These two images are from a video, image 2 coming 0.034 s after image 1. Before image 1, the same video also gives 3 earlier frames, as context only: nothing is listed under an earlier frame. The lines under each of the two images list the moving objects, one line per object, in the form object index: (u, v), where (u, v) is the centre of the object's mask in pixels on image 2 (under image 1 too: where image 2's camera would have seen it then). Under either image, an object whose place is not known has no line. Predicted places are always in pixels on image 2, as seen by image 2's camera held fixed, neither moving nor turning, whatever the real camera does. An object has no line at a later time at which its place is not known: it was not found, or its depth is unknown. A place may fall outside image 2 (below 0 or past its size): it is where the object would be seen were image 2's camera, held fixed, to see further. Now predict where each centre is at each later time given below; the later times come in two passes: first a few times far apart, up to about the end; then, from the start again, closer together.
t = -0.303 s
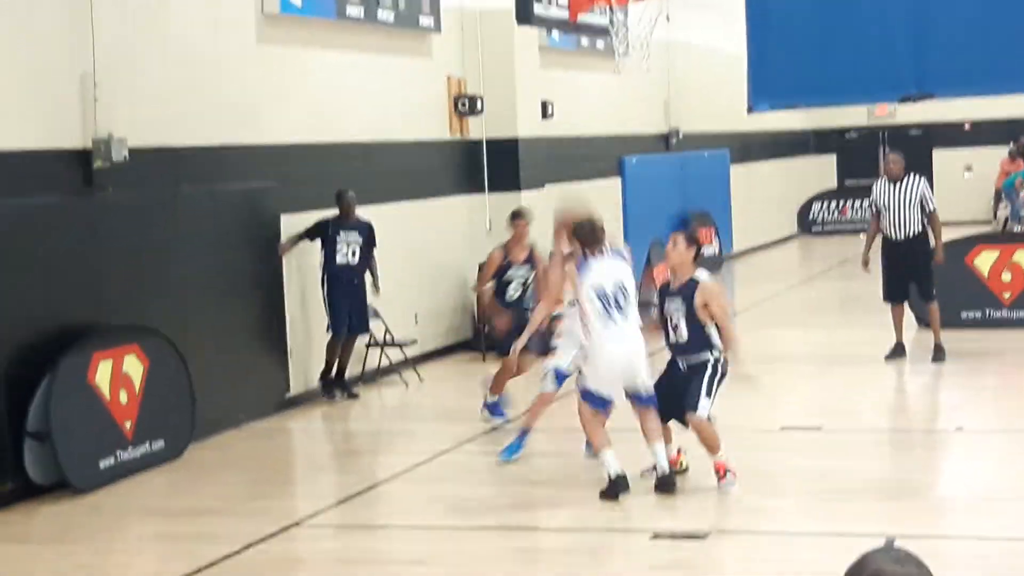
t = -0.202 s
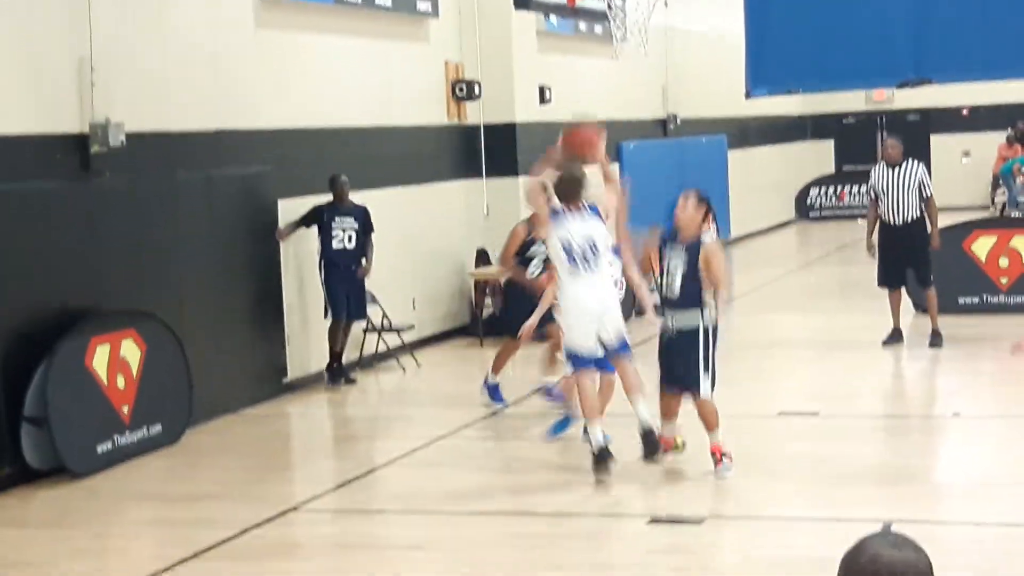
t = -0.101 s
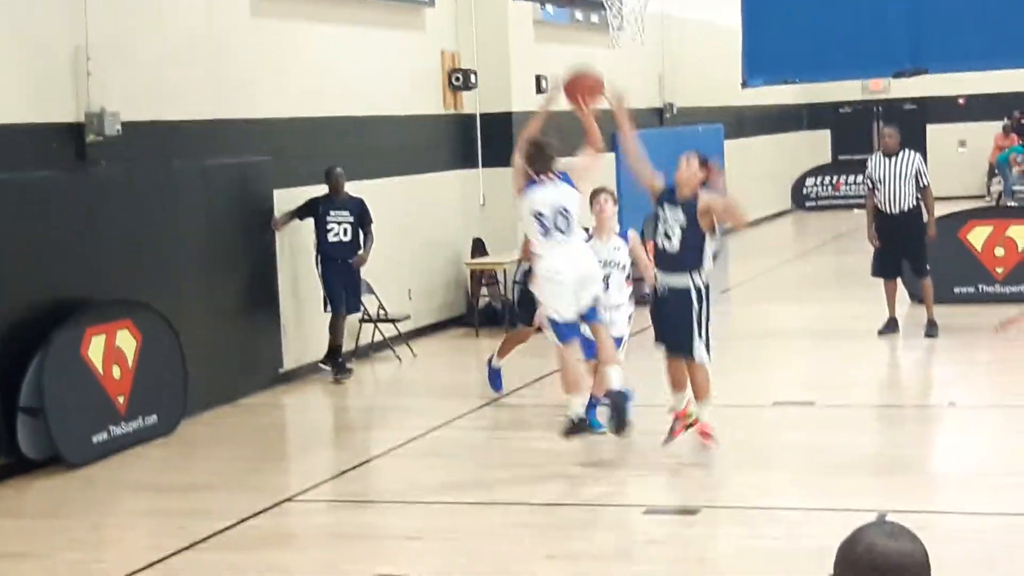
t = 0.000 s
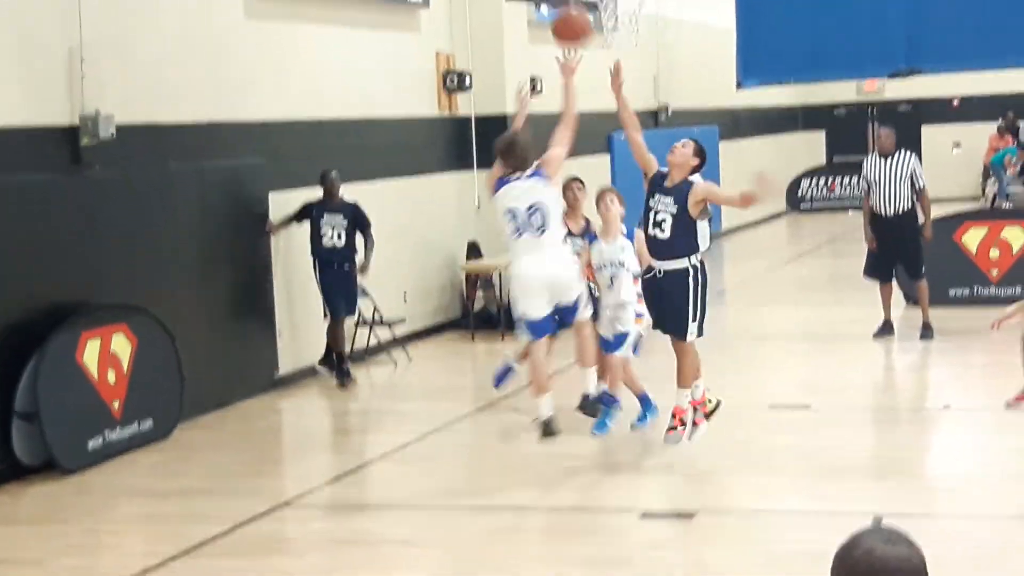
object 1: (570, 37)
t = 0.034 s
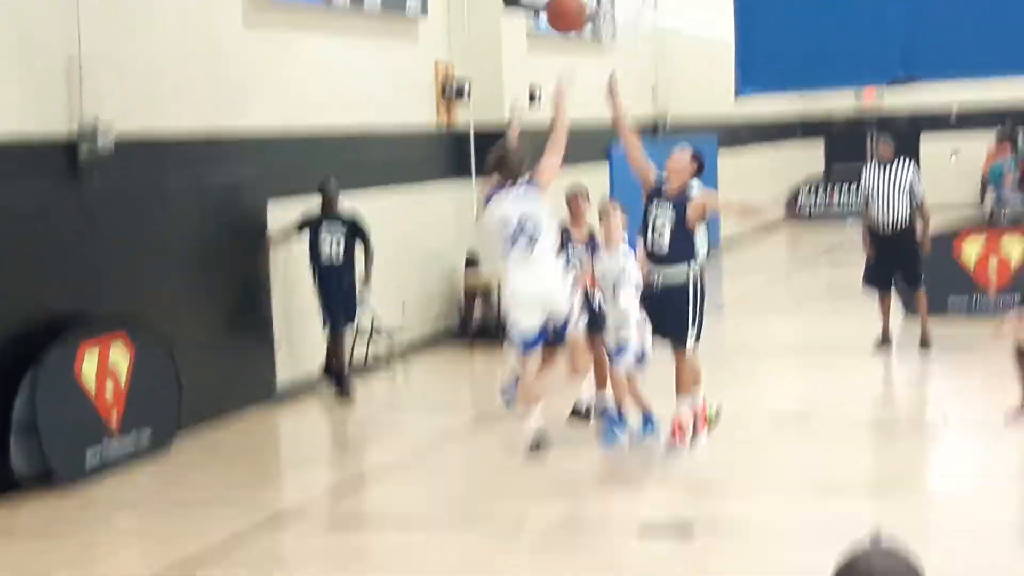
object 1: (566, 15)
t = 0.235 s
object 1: (551, -80)
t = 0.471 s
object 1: (598, -85)
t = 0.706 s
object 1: (624, -5)
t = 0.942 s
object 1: (597, 73)
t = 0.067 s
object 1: (564, -8)
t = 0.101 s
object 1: (561, -27)
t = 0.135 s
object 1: (558, -46)
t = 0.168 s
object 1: (555, -60)
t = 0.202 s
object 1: (552, -71)
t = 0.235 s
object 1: (551, -80)
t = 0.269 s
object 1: (555, -88)
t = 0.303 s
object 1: (562, -98)
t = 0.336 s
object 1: (569, -100)
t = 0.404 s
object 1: (584, -96)
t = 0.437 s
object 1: (591, -91)
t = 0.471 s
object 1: (598, -85)
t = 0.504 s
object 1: (604, -77)
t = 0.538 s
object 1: (611, -67)
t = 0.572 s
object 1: (618, -55)
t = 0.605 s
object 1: (625, -43)
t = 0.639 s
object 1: (633, -36)
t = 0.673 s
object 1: (632, -18)
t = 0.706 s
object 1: (624, -5)
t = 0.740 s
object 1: (616, 10)
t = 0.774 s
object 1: (613, 24)
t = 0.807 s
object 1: (609, 30)
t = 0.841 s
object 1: (605, 43)
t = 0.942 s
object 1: (597, 73)
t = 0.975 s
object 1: (593, 88)
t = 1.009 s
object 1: (590, 103)
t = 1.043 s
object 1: (587, 123)
